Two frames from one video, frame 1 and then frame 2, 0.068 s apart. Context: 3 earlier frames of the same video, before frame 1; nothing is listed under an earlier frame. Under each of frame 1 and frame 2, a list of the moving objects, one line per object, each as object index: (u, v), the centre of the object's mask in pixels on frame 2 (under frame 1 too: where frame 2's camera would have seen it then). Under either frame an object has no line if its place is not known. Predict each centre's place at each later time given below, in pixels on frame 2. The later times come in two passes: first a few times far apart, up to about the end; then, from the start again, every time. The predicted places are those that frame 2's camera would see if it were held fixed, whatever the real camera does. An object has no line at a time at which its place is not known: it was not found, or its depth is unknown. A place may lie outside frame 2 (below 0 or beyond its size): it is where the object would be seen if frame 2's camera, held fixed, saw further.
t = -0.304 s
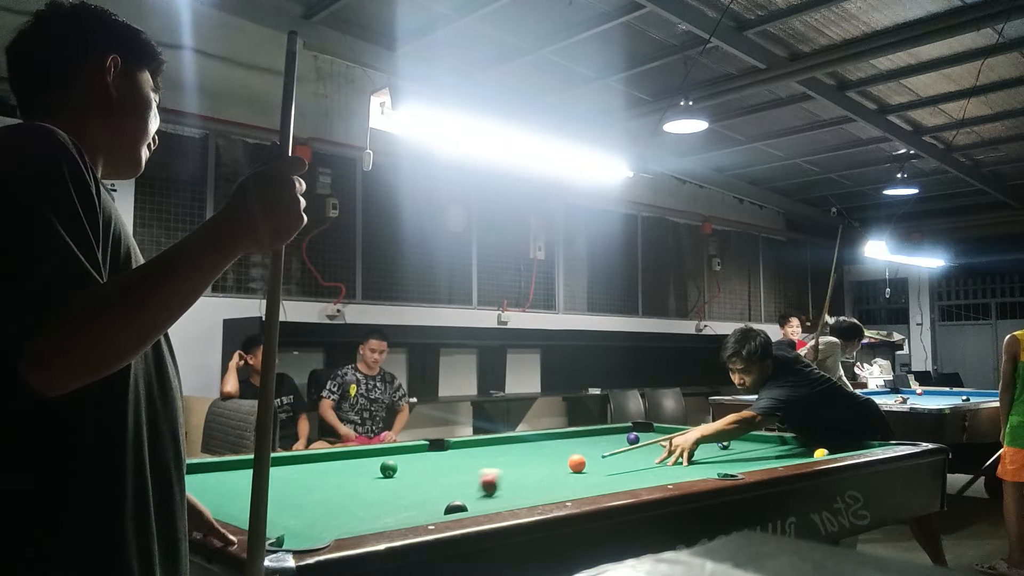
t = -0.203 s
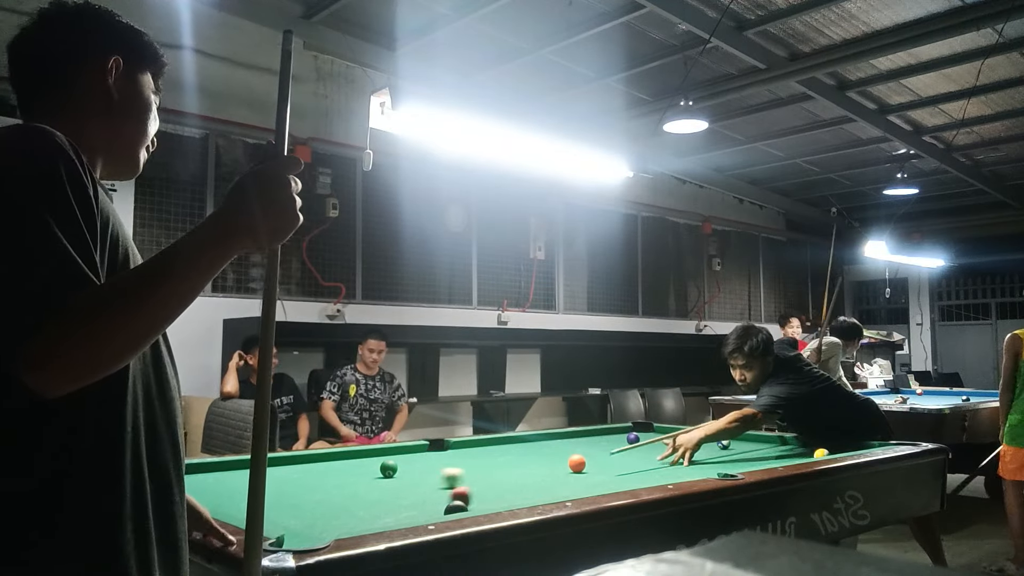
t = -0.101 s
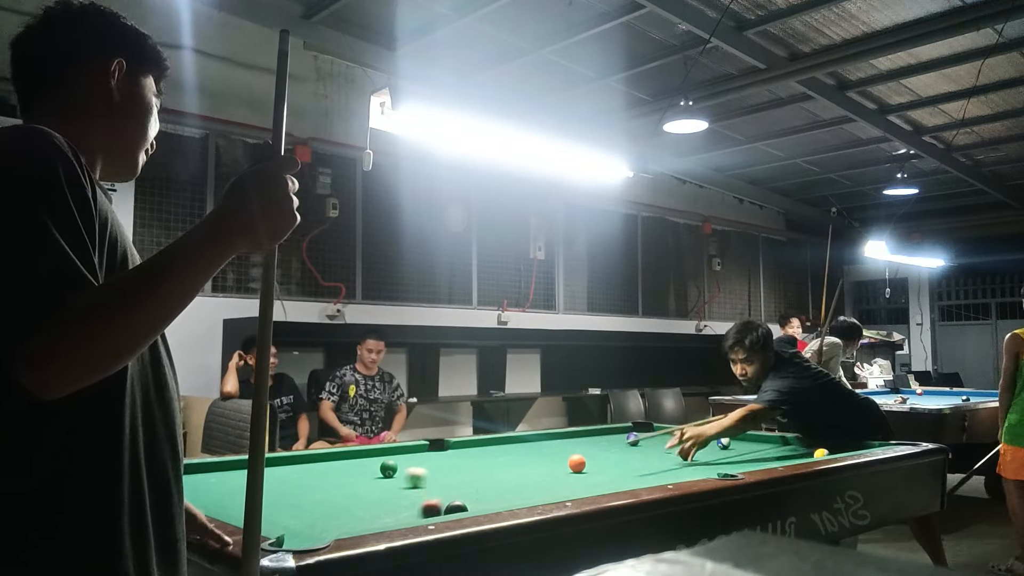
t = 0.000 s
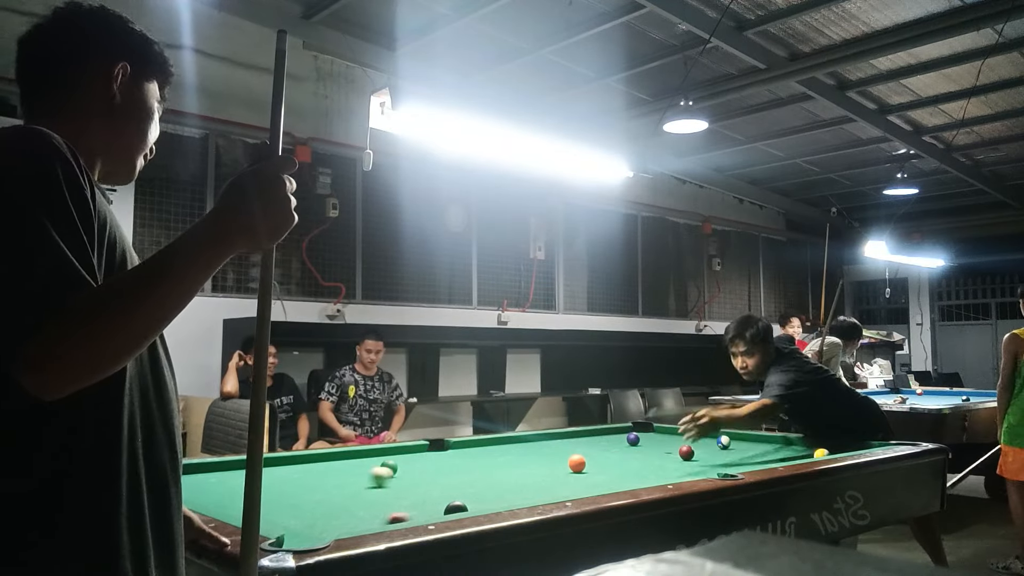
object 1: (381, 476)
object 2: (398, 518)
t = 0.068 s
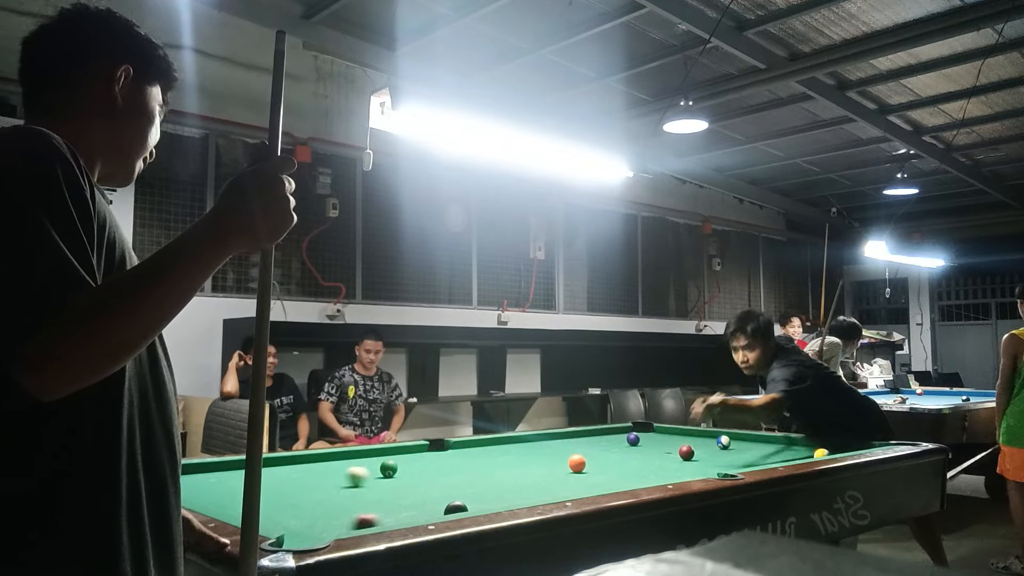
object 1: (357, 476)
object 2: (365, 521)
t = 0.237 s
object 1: (300, 476)
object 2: (287, 529)
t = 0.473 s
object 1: (224, 474)
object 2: (297, 513)
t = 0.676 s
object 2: (307, 500)
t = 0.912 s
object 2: (316, 488)
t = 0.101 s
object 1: (346, 476)
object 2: (350, 523)
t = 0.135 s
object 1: (335, 476)
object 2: (333, 526)
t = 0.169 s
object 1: (323, 476)
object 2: (318, 529)
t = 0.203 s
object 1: (312, 475)
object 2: (301, 529)
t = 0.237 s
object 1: (300, 476)
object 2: (287, 529)
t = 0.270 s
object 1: (290, 476)
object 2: (287, 527)
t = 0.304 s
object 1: (278, 475)
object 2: (288, 525)
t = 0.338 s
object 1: (269, 475)
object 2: (289, 523)
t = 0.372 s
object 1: (265, 473)
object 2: (291, 521)
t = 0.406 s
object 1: (241, 473)
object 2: (293, 518)
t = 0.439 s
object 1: (234, 474)
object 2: (295, 516)
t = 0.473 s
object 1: (224, 474)
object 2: (297, 513)
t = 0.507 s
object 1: (214, 473)
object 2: (299, 511)
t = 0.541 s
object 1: (204, 473)
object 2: (300, 508)
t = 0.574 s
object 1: (193, 473)
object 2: (302, 506)
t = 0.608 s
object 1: (185, 473)
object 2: (304, 504)
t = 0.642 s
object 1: (181, 472)
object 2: (305, 502)
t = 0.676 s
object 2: (307, 500)
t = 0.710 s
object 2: (308, 498)
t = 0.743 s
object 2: (310, 497)
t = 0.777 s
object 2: (311, 494)
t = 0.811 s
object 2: (312, 493)
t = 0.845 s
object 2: (313, 491)
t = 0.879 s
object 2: (315, 489)
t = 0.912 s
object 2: (316, 488)
